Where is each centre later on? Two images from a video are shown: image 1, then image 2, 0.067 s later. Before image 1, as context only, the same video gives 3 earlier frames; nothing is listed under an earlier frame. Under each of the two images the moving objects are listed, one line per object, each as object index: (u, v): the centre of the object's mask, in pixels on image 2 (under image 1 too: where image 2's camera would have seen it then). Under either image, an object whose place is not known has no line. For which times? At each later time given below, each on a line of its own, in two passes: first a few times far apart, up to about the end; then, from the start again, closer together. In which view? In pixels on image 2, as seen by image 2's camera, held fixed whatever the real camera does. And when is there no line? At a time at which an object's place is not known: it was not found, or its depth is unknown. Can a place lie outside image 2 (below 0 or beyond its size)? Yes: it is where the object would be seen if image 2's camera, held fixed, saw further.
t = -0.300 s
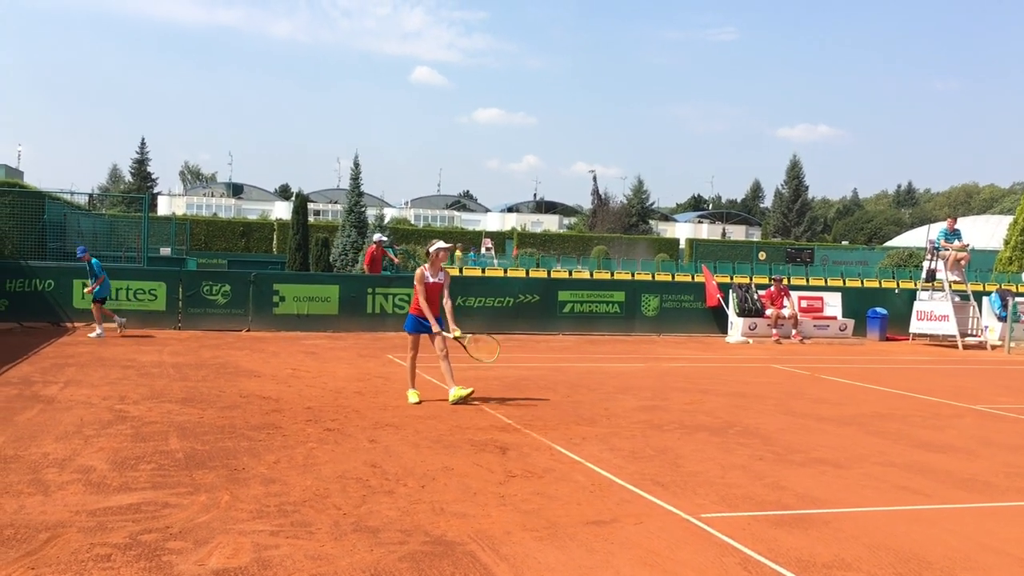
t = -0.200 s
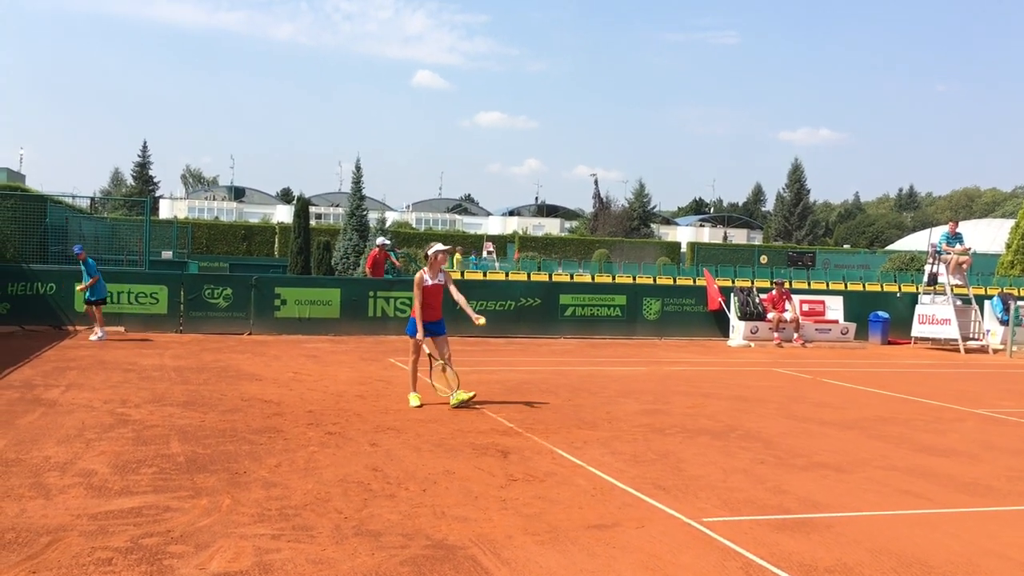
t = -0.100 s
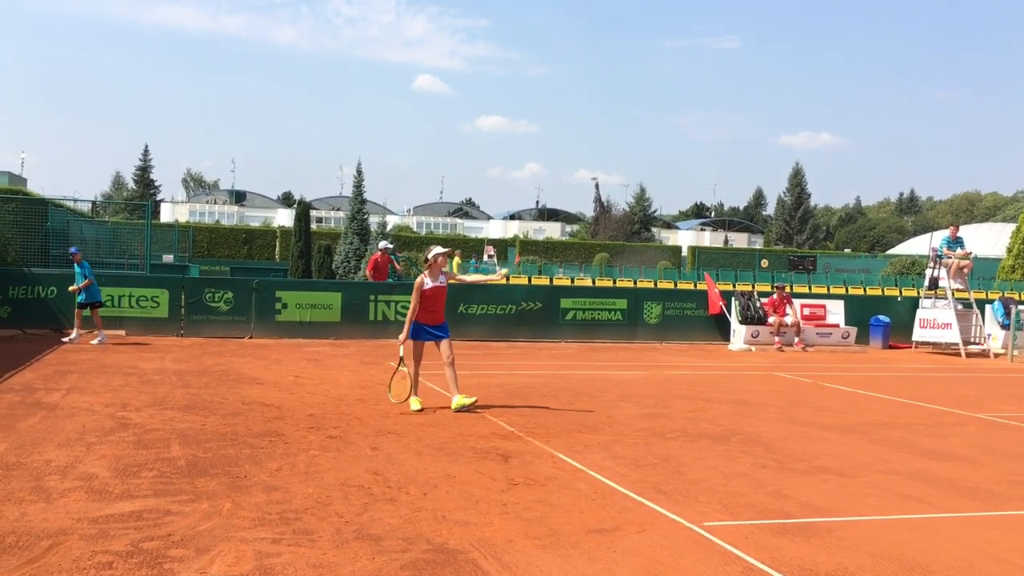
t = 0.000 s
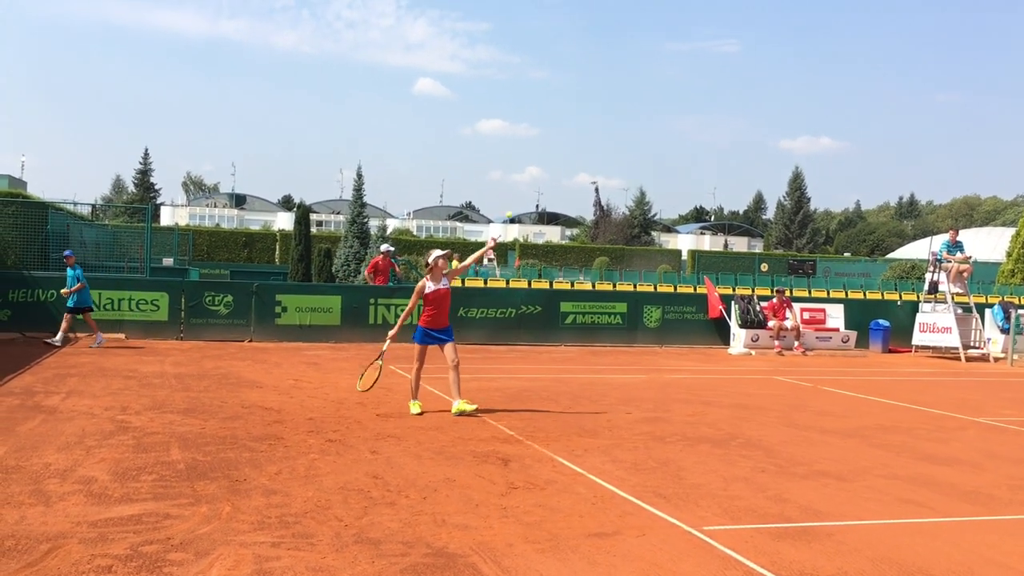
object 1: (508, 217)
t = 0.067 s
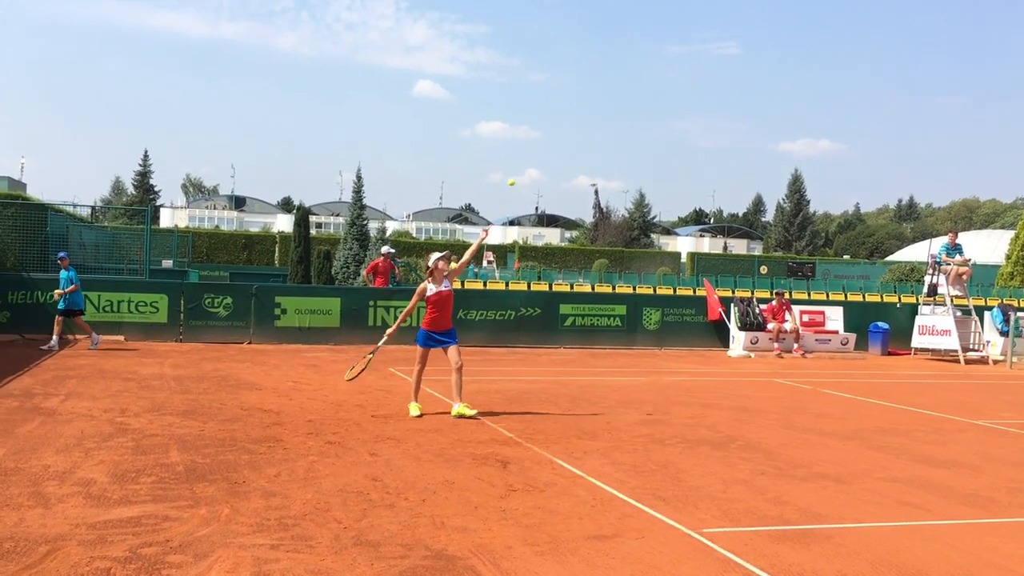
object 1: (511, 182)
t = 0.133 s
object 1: (513, 152)
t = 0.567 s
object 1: (524, 62)
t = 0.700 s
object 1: (526, 72)
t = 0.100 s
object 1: (512, 166)
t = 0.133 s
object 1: (513, 152)
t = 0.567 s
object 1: (524, 62)
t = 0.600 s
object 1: (525, 63)
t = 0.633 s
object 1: (525, 65)
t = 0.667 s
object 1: (526, 68)
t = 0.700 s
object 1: (526, 72)
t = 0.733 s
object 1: (526, 78)
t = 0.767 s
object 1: (526, 84)
